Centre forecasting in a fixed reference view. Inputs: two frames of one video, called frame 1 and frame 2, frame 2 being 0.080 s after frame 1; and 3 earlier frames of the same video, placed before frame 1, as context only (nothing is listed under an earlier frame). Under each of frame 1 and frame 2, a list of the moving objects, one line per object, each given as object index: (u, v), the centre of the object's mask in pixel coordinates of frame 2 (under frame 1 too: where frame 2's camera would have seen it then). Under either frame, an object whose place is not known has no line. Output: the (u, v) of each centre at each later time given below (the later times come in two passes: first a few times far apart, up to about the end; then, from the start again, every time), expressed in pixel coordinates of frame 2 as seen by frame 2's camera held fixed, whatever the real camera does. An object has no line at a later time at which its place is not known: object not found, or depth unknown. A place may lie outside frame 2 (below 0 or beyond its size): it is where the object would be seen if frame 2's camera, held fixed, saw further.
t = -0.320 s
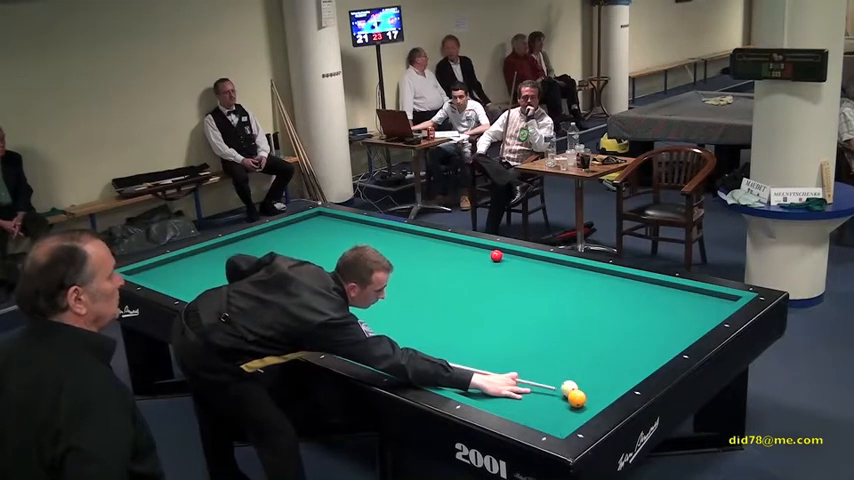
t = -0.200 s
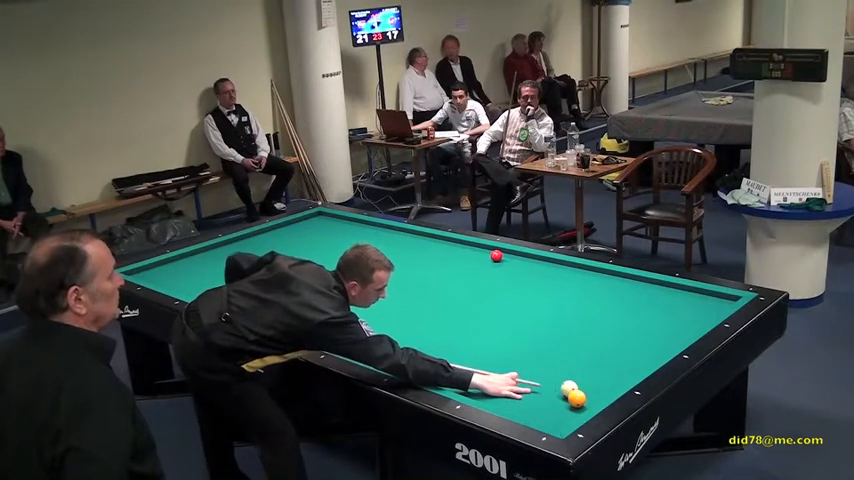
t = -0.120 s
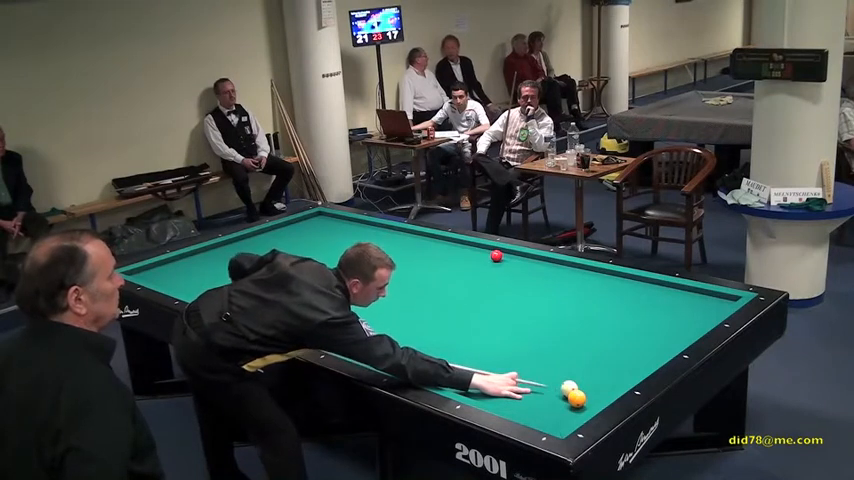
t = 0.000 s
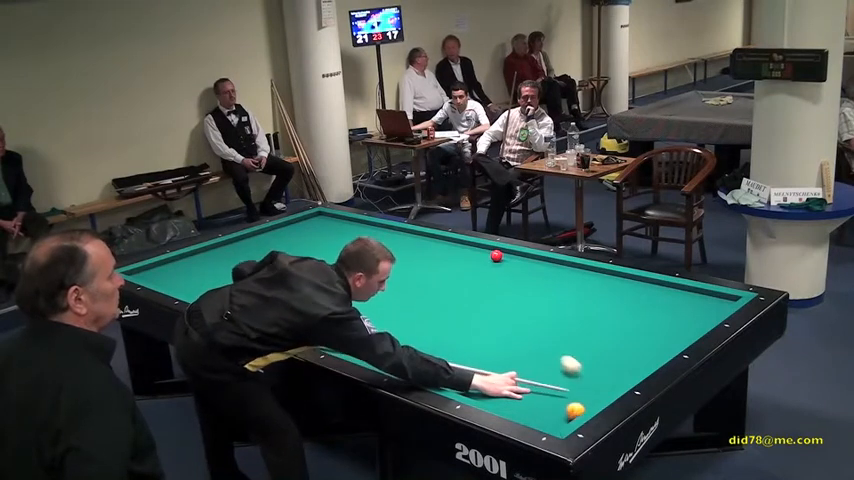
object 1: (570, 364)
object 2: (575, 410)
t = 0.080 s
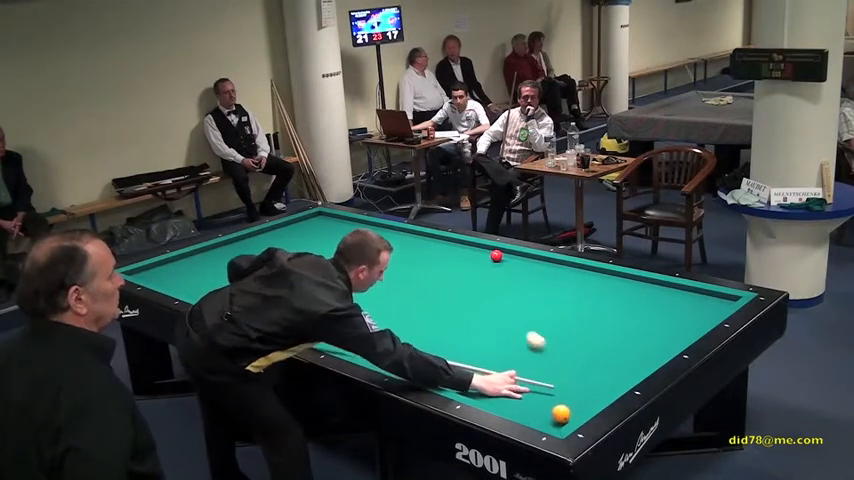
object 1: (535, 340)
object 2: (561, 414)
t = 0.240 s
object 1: (480, 303)
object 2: (538, 416)
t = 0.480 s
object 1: (423, 264)
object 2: (534, 404)
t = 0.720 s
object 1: (383, 238)
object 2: (530, 392)
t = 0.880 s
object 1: (360, 223)
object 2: (528, 385)
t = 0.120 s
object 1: (520, 330)
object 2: (555, 415)
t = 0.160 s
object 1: (506, 320)
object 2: (549, 416)
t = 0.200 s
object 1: (493, 311)
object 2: (543, 416)
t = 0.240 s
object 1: (480, 303)
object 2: (538, 416)
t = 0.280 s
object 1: (469, 295)
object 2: (538, 414)
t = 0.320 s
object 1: (459, 288)
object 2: (537, 412)
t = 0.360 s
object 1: (449, 281)
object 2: (536, 411)
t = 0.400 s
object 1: (440, 275)
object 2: (535, 409)
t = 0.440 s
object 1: (431, 269)
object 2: (534, 407)
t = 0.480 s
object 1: (423, 264)
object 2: (534, 404)
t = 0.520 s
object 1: (416, 259)
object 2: (533, 402)
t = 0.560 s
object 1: (409, 255)
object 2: (533, 400)
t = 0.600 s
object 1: (402, 250)
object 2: (532, 399)
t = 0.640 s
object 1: (395, 246)
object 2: (531, 396)
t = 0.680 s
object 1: (389, 242)
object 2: (531, 394)
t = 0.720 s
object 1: (383, 238)
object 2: (530, 392)
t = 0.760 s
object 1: (377, 234)
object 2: (529, 390)
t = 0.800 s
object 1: (371, 230)
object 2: (529, 388)
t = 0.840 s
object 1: (365, 226)
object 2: (528, 386)
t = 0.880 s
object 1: (360, 223)
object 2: (528, 385)
